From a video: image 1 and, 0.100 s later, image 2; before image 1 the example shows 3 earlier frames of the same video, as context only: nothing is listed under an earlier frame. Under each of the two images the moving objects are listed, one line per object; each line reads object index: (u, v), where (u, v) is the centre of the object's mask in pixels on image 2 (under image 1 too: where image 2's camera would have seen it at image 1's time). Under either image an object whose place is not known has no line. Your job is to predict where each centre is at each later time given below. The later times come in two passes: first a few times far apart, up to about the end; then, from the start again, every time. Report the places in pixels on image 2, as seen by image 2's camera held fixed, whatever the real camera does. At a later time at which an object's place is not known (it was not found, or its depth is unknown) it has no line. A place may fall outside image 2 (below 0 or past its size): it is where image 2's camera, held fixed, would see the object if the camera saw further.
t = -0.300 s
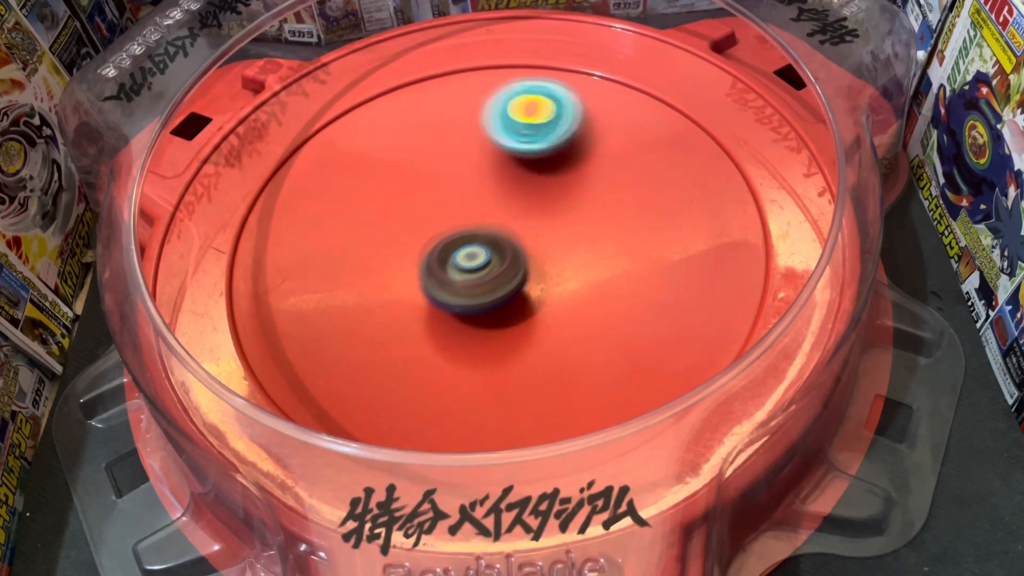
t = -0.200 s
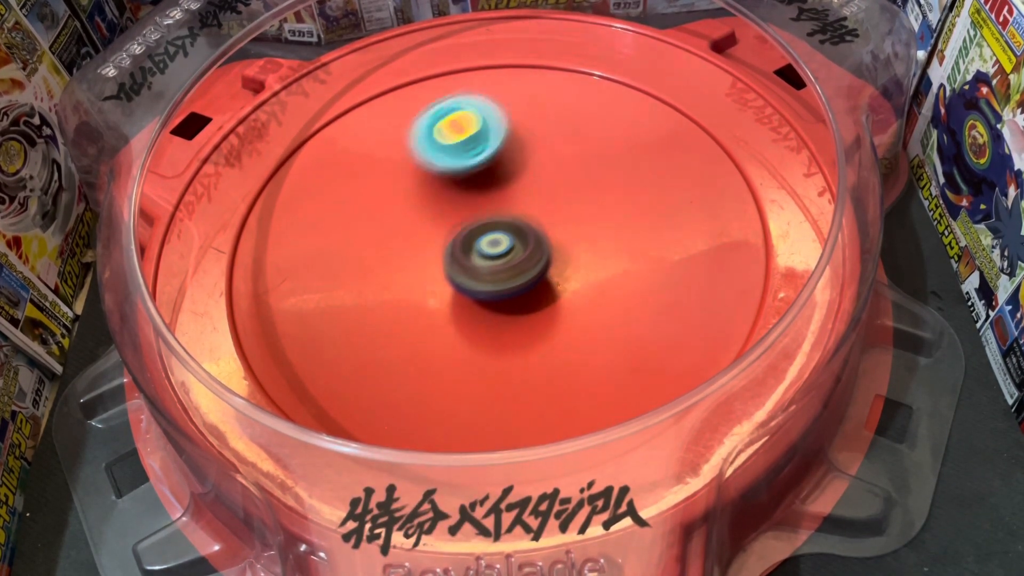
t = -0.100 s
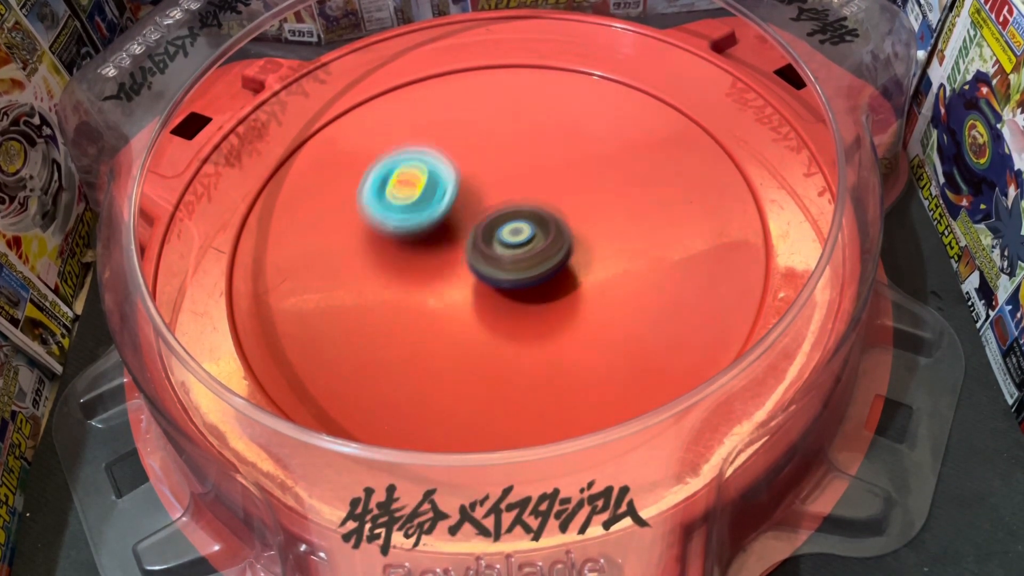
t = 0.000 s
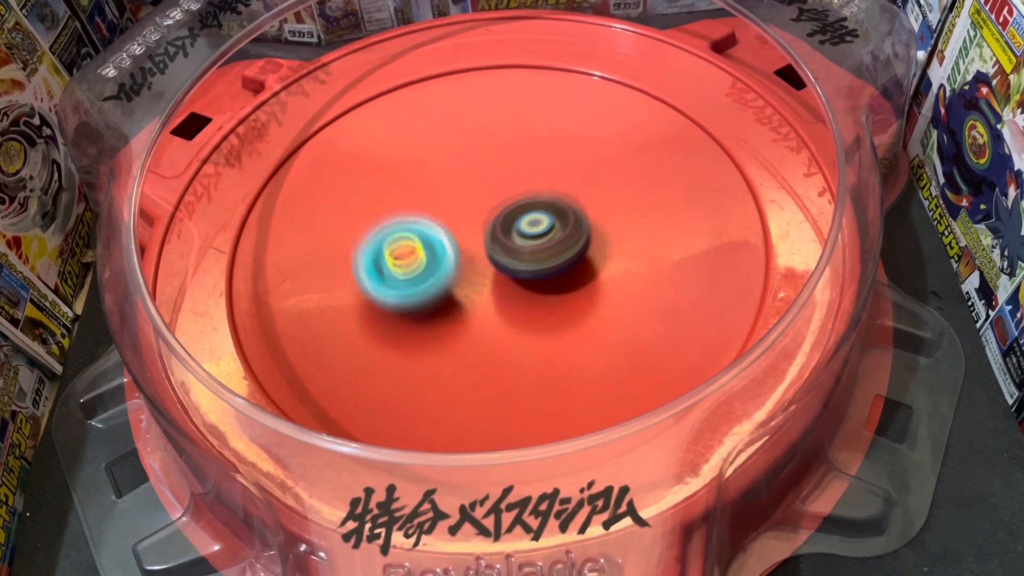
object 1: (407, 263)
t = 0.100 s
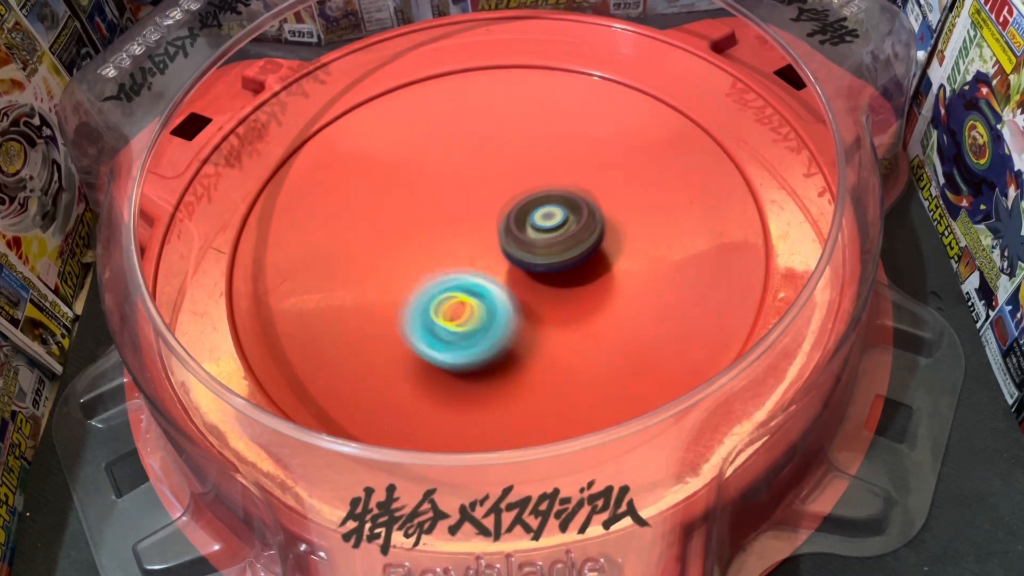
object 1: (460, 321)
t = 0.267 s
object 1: (608, 321)
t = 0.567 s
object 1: (643, 150)
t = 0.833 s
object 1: (436, 167)
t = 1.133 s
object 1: (433, 354)
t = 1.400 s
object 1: (645, 315)
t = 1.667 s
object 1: (663, 165)
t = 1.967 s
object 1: (526, 146)
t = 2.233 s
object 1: (493, 253)
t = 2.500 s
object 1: (597, 282)
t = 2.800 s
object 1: (599, 193)
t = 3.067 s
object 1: (448, 226)
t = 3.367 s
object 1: (420, 166)
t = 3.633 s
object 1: (388, 227)
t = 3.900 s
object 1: (428, 214)
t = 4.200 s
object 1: (448, 169)
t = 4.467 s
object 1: (450, 196)
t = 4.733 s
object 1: (401, 164)
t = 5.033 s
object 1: (439, 254)
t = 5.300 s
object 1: (502, 270)
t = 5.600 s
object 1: (554, 283)
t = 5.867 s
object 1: (563, 278)
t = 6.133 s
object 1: (490, 268)
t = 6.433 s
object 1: (461, 318)
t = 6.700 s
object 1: (508, 262)
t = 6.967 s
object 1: (687, 267)
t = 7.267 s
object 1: (629, 196)
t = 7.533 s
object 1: (491, 215)
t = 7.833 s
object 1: (429, 265)
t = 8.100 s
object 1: (430, 311)
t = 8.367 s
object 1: (518, 267)
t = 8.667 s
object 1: (511, 186)
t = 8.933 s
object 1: (441, 176)
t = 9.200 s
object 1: (420, 241)
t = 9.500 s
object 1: (491, 254)
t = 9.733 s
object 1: (501, 203)
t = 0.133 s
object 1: (488, 332)
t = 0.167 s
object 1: (518, 337)
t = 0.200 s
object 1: (549, 337)
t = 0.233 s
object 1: (579, 331)
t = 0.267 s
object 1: (608, 321)
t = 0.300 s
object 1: (633, 307)
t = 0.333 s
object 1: (654, 288)
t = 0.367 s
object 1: (670, 267)
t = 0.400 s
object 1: (680, 245)
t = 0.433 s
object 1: (682, 223)
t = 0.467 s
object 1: (681, 202)
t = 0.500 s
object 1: (674, 182)
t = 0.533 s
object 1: (661, 165)
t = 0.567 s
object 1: (643, 150)
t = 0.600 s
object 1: (623, 138)
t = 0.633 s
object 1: (598, 130)
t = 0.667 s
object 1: (571, 127)
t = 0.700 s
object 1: (542, 127)
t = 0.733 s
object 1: (514, 130)
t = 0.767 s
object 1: (486, 138)
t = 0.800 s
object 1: (460, 151)
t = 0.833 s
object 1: (436, 167)
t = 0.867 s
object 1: (415, 185)
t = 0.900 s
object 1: (399, 206)
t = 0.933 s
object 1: (388, 229)
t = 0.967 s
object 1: (382, 252)
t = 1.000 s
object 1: (381, 276)
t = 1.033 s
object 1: (386, 299)
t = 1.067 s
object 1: (397, 320)
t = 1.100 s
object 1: (412, 339)
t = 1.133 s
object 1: (433, 354)
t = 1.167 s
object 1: (457, 366)
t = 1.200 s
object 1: (486, 373)
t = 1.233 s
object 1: (516, 376)
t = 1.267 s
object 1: (547, 373)
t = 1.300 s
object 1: (577, 366)
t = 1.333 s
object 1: (605, 352)
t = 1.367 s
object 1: (628, 335)
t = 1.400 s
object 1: (645, 315)
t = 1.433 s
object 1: (655, 291)
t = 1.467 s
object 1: (659, 268)
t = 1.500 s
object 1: (656, 245)
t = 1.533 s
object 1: (646, 225)
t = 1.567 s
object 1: (630, 207)
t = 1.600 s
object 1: (622, 190)
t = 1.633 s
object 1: (647, 176)
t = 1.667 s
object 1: (663, 165)
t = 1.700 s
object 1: (671, 156)
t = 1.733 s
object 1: (670, 150)
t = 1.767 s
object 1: (661, 144)
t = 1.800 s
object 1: (646, 141)
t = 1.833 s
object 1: (627, 138)
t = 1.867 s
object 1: (603, 136)
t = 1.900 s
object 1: (578, 136)
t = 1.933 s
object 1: (553, 139)
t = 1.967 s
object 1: (526, 146)
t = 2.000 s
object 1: (501, 156)
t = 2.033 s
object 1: (478, 169)
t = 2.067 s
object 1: (472, 181)
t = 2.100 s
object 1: (477, 192)
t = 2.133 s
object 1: (480, 206)
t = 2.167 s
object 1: (482, 223)
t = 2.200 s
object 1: (487, 239)
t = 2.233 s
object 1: (493, 253)
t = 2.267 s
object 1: (502, 265)
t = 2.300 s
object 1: (513, 275)
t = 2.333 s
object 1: (526, 283)
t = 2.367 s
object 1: (540, 288)
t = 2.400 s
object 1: (554, 290)
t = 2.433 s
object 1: (569, 290)
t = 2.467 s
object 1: (583, 287)
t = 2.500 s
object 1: (597, 282)
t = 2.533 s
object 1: (609, 276)
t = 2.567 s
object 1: (620, 267)
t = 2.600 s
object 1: (629, 257)
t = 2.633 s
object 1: (636, 246)
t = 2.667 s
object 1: (638, 234)
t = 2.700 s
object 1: (635, 221)
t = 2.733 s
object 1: (628, 210)
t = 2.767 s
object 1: (616, 201)
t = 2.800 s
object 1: (599, 193)
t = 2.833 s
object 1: (580, 188)
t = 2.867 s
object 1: (559, 187)
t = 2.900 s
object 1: (538, 189)
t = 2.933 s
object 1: (516, 193)
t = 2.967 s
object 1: (497, 199)
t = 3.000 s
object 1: (479, 207)
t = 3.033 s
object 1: (462, 217)
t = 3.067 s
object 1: (448, 226)
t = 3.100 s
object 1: (436, 236)
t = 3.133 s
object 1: (431, 221)
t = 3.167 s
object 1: (429, 206)
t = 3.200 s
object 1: (426, 194)
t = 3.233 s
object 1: (423, 181)
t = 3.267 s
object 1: (423, 172)
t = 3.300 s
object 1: (423, 167)
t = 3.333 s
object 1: (422, 165)
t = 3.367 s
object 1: (420, 166)
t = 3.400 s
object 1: (418, 169)
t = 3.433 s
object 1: (414, 174)
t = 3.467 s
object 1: (409, 181)
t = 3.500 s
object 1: (404, 189)
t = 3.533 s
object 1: (399, 197)
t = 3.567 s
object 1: (393, 207)
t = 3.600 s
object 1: (389, 217)
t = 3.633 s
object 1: (388, 227)
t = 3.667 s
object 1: (391, 238)
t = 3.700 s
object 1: (397, 245)
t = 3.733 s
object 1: (398, 239)
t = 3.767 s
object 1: (402, 234)
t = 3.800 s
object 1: (408, 230)
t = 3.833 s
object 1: (415, 225)
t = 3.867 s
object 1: (422, 220)
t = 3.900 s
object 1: (428, 214)
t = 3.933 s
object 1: (434, 208)
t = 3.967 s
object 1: (439, 202)
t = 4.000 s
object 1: (444, 196)
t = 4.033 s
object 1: (447, 190)
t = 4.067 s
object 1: (450, 185)
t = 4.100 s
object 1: (450, 180)
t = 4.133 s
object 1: (451, 176)
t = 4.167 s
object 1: (450, 172)
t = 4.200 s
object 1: (448, 169)
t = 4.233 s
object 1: (444, 167)
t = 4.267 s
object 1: (441, 167)
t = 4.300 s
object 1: (438, 168)
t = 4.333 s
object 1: (436, 171)
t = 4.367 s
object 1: (436, 176)
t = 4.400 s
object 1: (438, 182)
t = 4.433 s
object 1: (442, 188)
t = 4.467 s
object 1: (450, 196)
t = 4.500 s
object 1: (460, 203)
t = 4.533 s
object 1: (472, 208)
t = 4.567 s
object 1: (486, 212)
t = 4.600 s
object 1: (472, 203)
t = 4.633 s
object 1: (447, 187)
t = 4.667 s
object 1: (428, 175)
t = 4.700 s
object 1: (412, 167)
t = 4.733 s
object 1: (401, 164)
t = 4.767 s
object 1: (394, 166)
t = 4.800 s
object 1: (389, 172)
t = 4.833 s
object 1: (387, 181)
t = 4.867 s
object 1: (388, 194)
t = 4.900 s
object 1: (392, 207)
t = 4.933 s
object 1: (399, 221)
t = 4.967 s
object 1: (410, 234)
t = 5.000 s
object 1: (423, 245)
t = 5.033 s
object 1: (439, 254)
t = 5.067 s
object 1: (456, 261)
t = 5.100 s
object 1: (472, 264)
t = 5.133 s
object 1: (471, 268)
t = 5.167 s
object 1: (470, 269)
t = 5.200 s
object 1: (473, 270)
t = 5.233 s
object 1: (480, 271)
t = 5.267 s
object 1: (489, 271)
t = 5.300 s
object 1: (502, 270)
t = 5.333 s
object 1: (515, 268)
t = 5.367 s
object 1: (529, 265)
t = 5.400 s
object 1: (541, 259)
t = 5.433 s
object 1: (551, 252)
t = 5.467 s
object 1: (556, 252)
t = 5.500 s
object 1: (557, 264)
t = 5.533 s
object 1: (556, 272)
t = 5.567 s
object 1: (555, 279)
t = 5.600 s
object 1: (554, 283)
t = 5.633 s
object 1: (554, 284)
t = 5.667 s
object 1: (554, 285)
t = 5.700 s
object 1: (556, 285)
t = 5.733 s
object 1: (558, 285)
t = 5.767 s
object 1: (561, 284)
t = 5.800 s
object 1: (563, 283)
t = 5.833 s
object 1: (564, 280)
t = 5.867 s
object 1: (563, 278)
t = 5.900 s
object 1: (560, 275)
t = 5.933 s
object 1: (556, 271)
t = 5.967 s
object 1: (549, 268)
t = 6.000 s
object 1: (540, 266)
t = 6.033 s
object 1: (528, 264)
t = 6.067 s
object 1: (515, 264)
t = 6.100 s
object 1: (502, 266)
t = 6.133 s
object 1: (490, 268)
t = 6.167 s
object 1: (478, 272)
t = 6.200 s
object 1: (469, 277)
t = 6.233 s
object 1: (460, 282)
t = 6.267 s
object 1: (454, 289)
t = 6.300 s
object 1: (451, 296)
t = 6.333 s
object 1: (450, 303)
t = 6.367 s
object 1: (451, 309)
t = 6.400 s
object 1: (455, 314)
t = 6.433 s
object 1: (461, 318)
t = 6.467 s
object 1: (470, 320)
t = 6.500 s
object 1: (480, 319)
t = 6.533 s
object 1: (490, 315)
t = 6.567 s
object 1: (500, 308)
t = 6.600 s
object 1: (507, 298)
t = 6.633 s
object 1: (511, 286)
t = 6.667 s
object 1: (511, 273)
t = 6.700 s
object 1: (508, 262)
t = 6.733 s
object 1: (502, 251)
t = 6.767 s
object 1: (509, 249)
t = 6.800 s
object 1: (555, 260)
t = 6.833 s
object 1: (593, 269)
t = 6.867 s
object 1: (627, 274)
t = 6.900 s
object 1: (655, 275)
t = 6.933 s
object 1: (675, 272)
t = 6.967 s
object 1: (687, 267)
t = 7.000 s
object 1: (691, 260)
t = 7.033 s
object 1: (692, 252)
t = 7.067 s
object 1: (689, 243)
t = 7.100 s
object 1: (684, 235)
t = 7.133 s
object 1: (676, 226)
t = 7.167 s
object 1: (667, 218)
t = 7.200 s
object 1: (656, 210)
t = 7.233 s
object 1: (643, 203)
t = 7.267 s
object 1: (629, 196)
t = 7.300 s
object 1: (614, 191)
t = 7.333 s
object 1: (596, 188)
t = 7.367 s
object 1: (577, 188)
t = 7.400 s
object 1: (558, 189)
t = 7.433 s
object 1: (540, 193)
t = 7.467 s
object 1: (522, 200)
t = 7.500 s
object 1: (506, 207)
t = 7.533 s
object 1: (491, 215)
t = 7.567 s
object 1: (477, 224)
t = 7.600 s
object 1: (465, 232)
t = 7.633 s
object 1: (455, 241)
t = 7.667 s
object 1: (448, 248)
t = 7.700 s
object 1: (441, 254)
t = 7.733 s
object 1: (437, 256)
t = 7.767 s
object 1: (434, 258)
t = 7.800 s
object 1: (431, 261)
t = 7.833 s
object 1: (429, 265)
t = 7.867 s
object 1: (426, 270)
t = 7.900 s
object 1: (424, 275)
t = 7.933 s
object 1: (422, 281)
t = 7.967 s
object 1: (421, 288)
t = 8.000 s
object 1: (420, 294)
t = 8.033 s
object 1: (422, 300)
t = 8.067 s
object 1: (425, 306)
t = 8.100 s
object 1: (430, 311)
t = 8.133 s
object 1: (438, 315)
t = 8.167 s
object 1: (449, 316)
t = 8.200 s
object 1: (461, 314)
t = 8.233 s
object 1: (473, 308)
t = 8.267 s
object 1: (484, 300)
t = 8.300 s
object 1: (493, 290)
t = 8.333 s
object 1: (500, 279)
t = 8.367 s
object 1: (518, 267)
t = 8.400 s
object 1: (529, 255)
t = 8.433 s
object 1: (536, 244)
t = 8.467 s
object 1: (538, 233)
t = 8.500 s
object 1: (537, 223)
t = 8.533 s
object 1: (535, 214)
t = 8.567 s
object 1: (530, 206)
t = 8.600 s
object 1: (525, 198)
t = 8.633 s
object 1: (519, 192)
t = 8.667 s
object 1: (511, 186)
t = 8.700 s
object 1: (504, 181)
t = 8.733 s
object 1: (496, 177)
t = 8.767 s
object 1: (487, 174)
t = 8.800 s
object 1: (478, 172)
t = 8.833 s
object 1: (469, 171)
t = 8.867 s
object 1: (459, 171)
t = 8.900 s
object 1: (450, 173)
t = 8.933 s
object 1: (441, 176)
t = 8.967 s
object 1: (432, 181)
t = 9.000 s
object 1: (425, 189)
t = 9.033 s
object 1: (420, 197)
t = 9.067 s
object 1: (418, 208)
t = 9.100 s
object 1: (419, 219)
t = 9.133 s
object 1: (422, 230)
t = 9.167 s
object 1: (423, 237)
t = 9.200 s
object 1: (420, 241)
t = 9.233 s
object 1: (422, 247)
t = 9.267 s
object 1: (427, 253)
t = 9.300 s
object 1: (436, 259)
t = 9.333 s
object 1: (448, 264)
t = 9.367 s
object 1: (461, 267)
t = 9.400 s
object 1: (474, 268)
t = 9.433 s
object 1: (479, 264)
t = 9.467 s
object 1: (484, 260)
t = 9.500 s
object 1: (491, 254)
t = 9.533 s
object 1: (498, 248)
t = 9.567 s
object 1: (503, 240)
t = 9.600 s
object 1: (507, 232)
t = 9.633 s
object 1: (509, 225)
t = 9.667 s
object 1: (508, 217)
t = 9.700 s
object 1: (506, 209)
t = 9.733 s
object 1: (501, 203)
